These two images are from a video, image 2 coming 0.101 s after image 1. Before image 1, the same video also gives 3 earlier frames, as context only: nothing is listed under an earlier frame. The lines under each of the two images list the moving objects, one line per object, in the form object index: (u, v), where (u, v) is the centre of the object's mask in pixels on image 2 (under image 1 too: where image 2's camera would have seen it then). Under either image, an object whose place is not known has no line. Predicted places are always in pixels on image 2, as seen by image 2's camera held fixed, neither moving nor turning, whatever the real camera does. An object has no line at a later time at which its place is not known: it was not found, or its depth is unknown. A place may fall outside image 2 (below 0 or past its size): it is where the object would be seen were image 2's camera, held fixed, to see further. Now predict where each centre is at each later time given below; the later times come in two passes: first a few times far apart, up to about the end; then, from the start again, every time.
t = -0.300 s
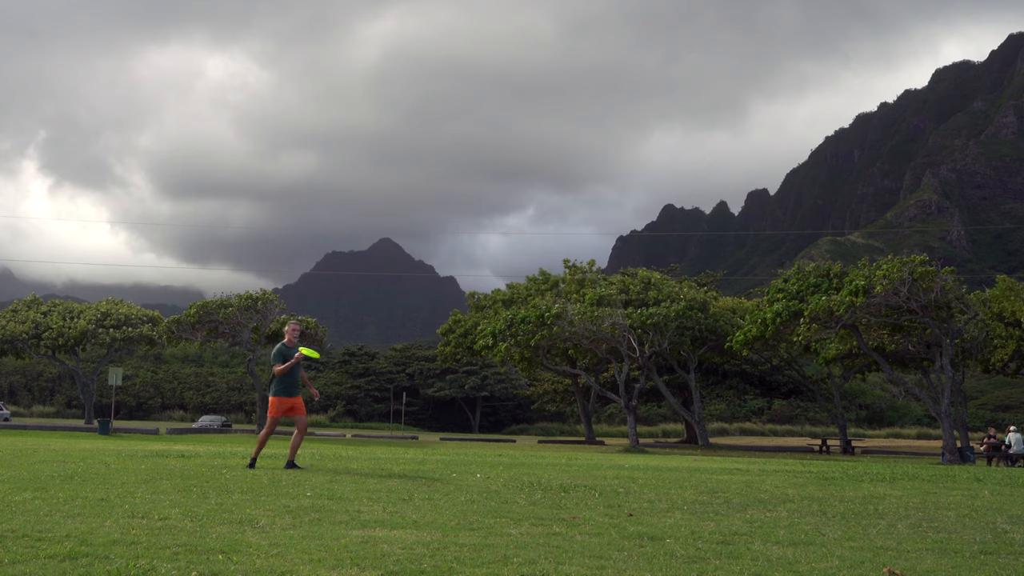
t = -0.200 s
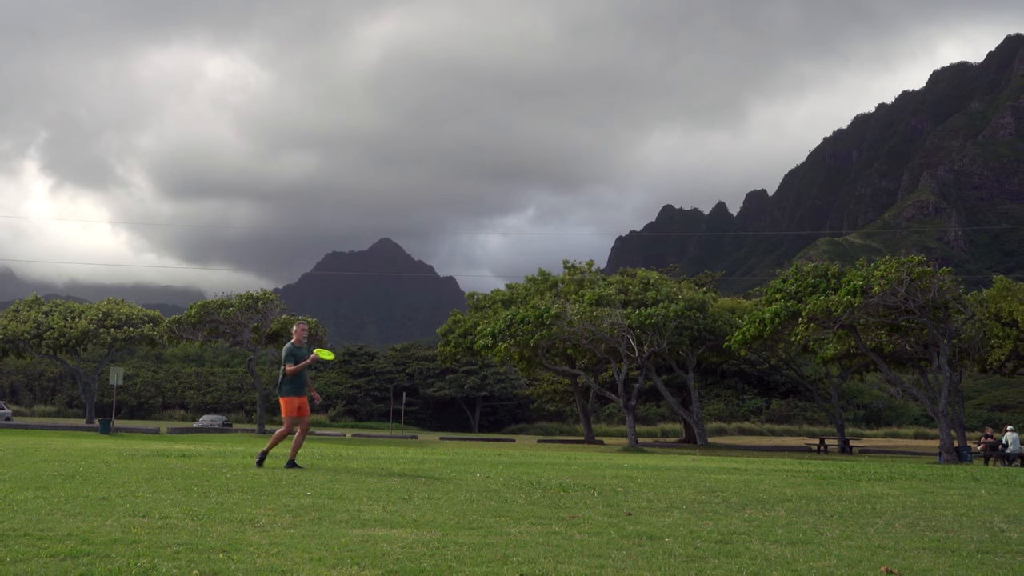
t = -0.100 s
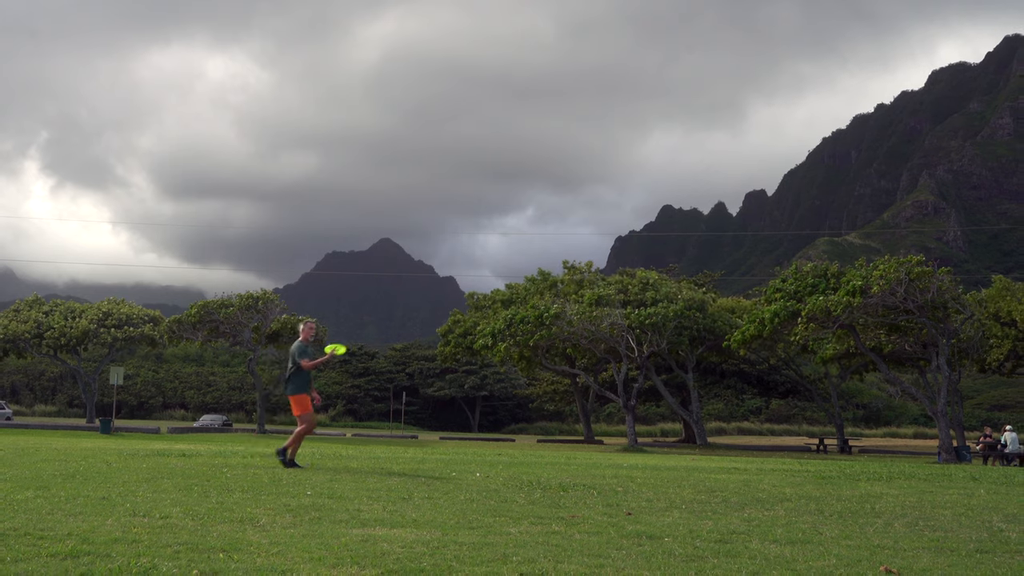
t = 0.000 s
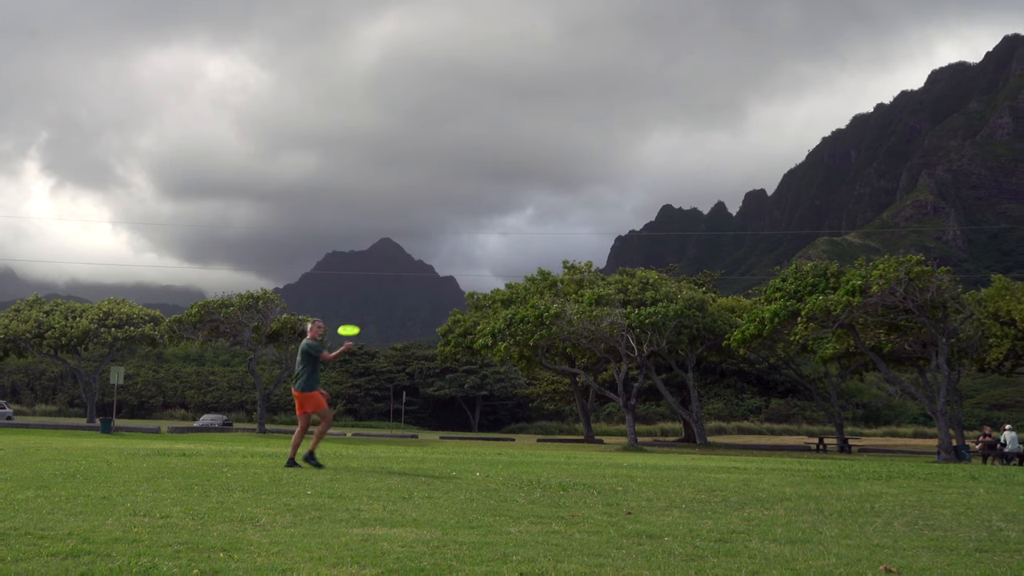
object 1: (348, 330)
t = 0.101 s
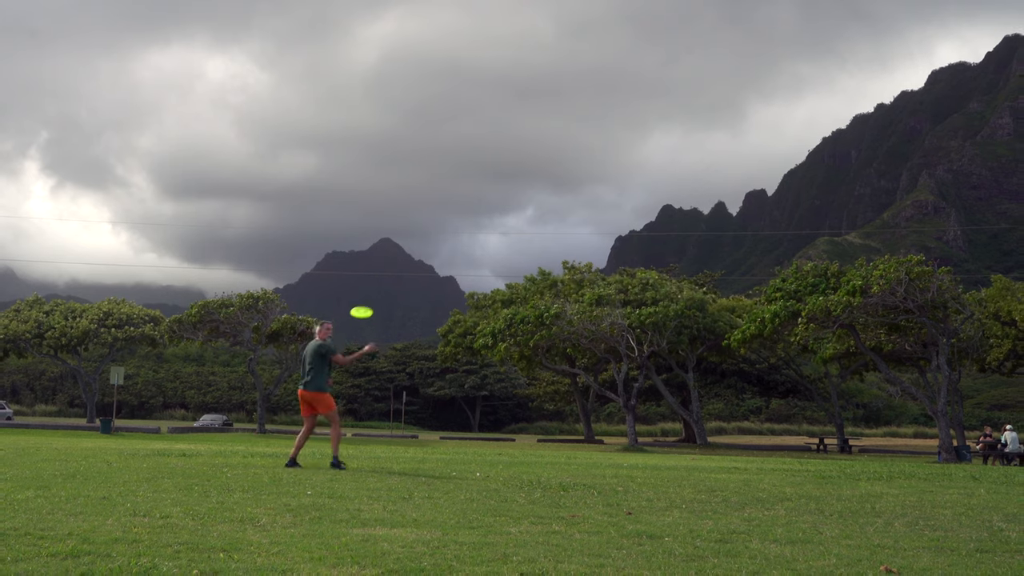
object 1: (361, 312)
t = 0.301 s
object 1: (386, 284)
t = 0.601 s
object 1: (421, 255)
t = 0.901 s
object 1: (451, 251)
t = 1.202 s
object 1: (474, 254)
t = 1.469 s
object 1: (488, 268)
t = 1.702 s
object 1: (494, 289)
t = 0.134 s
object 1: (365, 307)
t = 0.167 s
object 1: (369, 302)
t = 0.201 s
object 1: (374, 297)
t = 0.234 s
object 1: (378, 292)
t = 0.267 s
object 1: (382, 288)
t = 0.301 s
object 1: (386, 284)
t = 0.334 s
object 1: (390, 280)
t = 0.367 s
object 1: (394, 276)
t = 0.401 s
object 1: (398, 272)
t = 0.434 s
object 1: (402, 268)
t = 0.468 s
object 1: (406, 265)
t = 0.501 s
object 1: (409, 261)
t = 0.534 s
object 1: (414, 259)
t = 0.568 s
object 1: (417, 257)
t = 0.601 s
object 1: (421, 255)
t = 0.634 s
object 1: (424, 254)
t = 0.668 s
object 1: (428, 253)
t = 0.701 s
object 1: (432, 253)
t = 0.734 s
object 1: (435, 252)
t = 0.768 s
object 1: (439, 252)
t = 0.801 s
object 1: (442, 252)
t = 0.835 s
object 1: (445, 252)
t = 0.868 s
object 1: (448, 251)
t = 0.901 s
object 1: (451, 251)
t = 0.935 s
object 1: (454, 250)
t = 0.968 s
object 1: (457, 249)
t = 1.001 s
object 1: (460, 249)
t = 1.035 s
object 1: (463, 249)
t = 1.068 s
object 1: (465, 250)
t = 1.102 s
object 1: (468, 250)
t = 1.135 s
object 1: (470, 251)
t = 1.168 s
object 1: (472, 252)
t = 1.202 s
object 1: (474, 254)
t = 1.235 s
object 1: (476, 255)
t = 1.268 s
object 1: (478, 256)
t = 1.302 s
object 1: (480, 258)
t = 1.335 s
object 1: (482, 259)
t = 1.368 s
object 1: (484, 261)
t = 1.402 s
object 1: (485, 264)
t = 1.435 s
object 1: (487, 266)
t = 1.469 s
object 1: (488, 268)
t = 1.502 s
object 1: (489, 271)
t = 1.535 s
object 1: (490, 274)
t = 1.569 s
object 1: (491, 276)
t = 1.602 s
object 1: (492, 280)
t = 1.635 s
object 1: (492, 283)
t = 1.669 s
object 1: (493, 286)
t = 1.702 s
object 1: (494, 289)
